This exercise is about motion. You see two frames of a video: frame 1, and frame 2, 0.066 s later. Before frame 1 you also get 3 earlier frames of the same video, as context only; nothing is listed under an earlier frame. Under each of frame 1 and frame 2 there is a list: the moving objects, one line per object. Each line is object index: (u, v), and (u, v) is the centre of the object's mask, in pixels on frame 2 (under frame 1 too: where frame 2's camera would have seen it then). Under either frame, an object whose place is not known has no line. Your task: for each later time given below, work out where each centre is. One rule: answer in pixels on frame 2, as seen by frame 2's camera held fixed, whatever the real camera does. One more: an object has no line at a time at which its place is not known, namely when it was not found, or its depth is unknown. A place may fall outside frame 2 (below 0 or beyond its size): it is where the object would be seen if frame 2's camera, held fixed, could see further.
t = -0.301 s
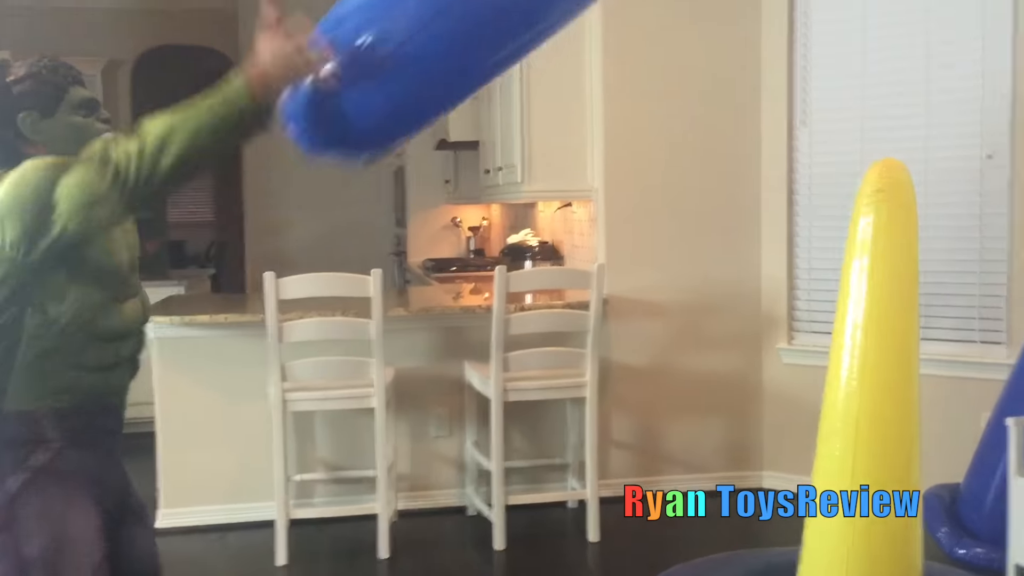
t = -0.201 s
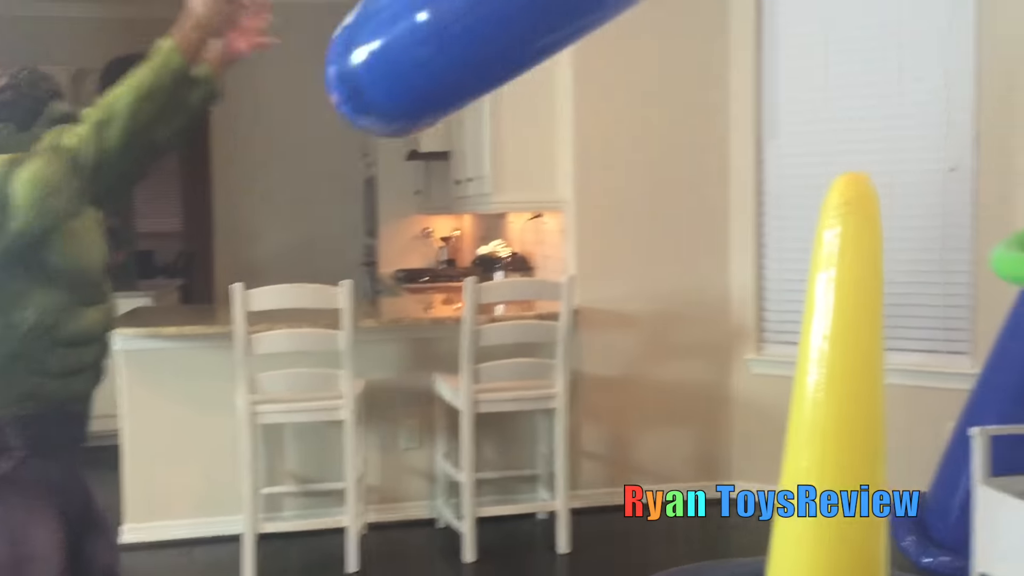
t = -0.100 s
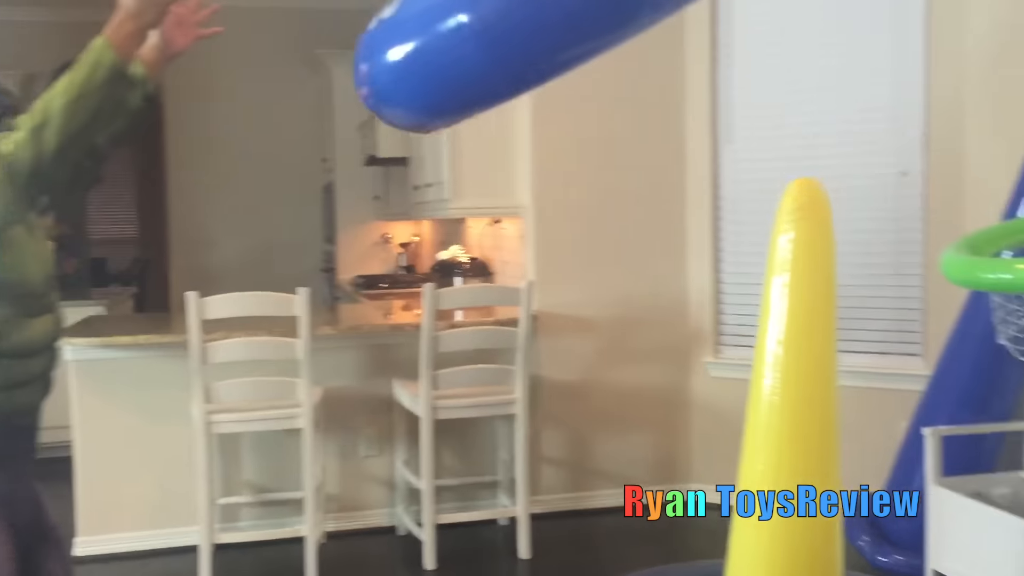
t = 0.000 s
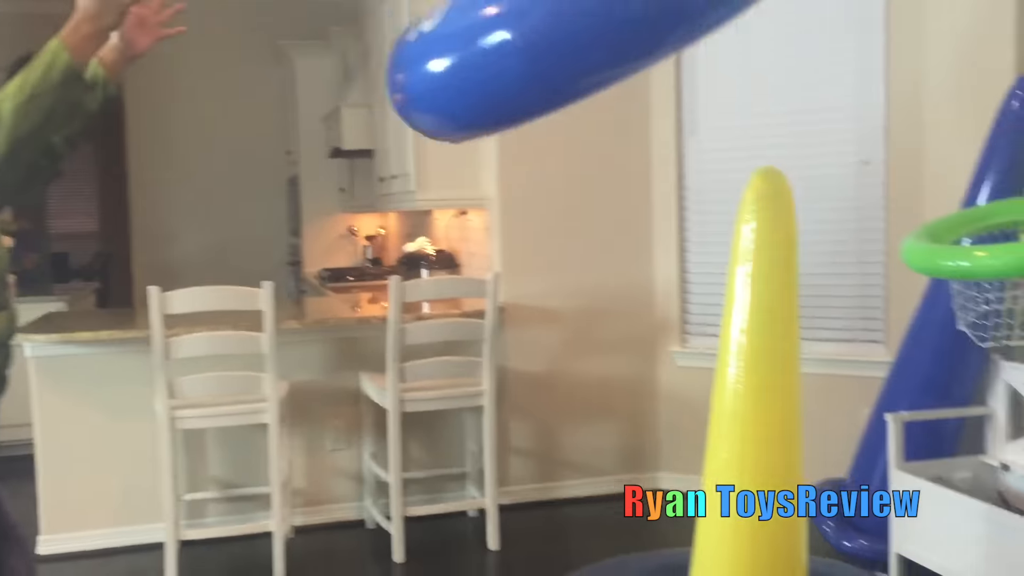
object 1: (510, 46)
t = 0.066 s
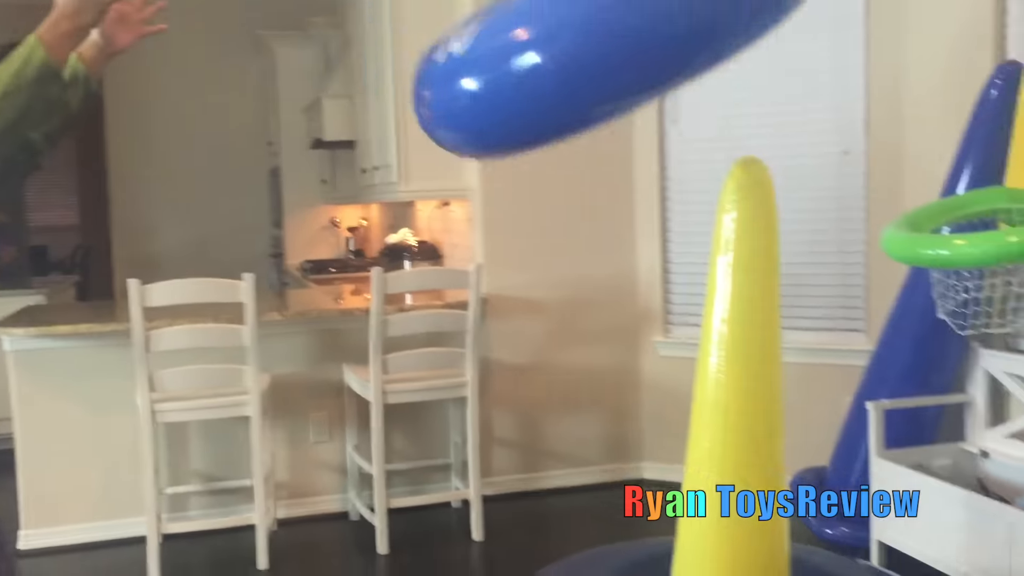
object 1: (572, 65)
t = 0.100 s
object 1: (602, 77)
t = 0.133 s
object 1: (631, 92)
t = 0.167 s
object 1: (658, 107)
